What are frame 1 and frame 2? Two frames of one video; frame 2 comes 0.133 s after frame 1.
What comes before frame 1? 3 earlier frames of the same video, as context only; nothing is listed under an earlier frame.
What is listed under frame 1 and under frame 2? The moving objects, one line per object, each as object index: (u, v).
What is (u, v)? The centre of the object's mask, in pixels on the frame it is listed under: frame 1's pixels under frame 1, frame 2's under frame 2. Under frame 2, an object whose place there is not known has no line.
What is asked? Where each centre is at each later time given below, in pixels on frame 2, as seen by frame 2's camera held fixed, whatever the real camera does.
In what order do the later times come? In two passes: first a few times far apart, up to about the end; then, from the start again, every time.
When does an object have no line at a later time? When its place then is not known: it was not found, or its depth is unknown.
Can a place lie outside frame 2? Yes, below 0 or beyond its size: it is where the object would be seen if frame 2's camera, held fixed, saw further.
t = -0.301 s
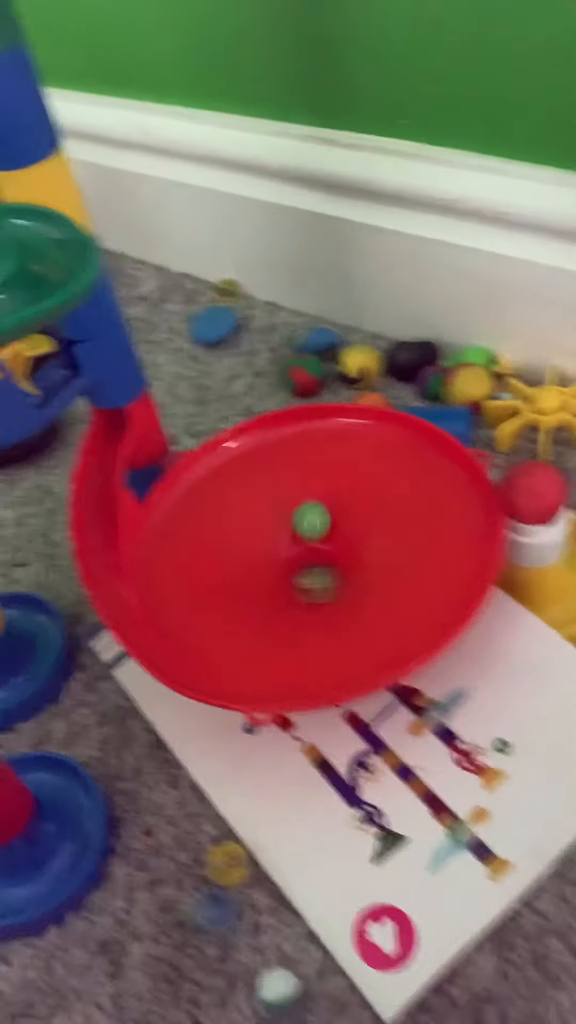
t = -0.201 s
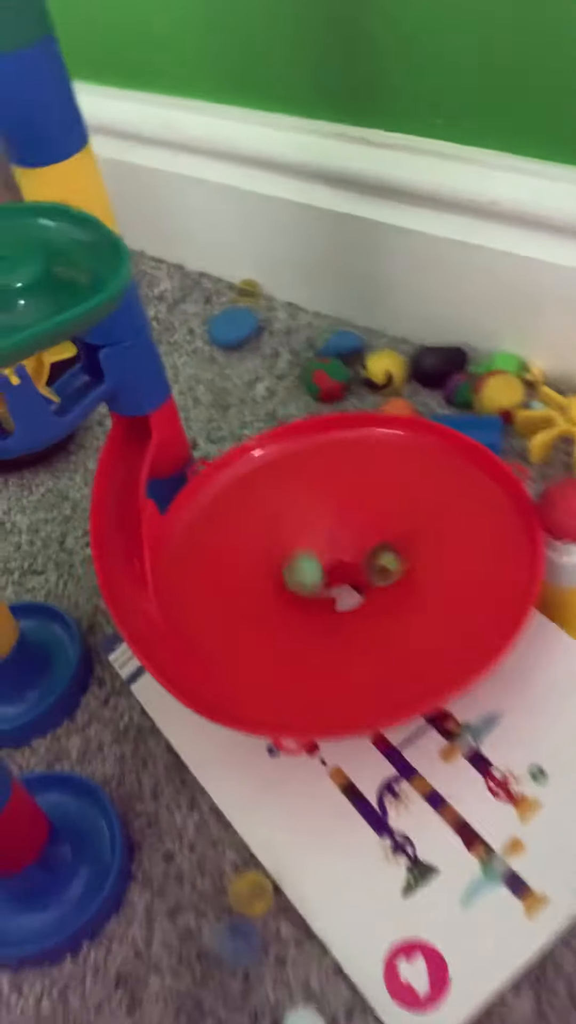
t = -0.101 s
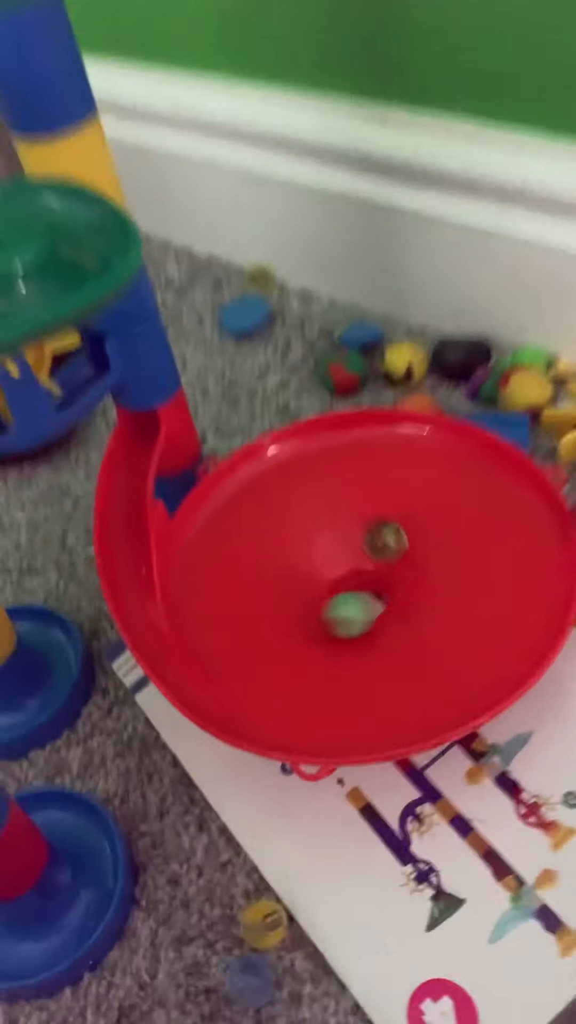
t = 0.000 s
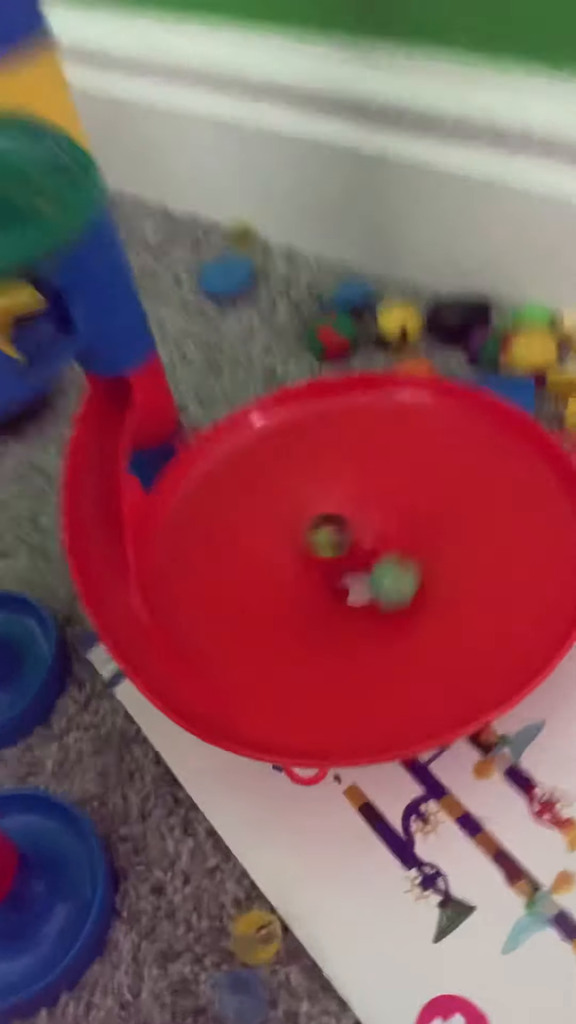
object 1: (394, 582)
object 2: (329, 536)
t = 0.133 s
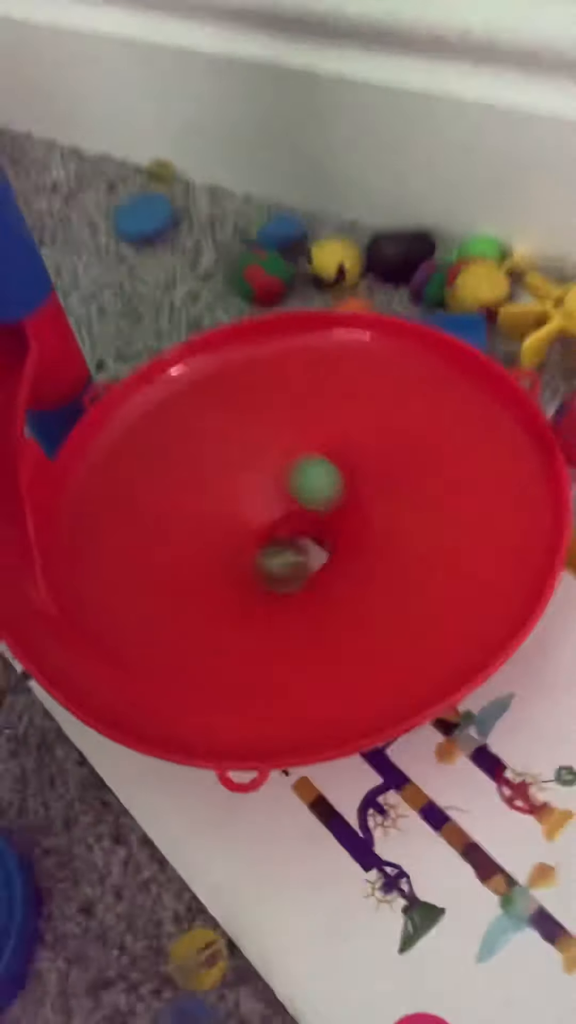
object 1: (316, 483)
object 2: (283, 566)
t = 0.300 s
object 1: (244, 525)
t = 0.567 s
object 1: (347, 496)
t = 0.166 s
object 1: (294, 479)
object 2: (304, 565)
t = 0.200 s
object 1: (273, 482)
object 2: (328, 561)
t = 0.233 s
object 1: (255, 492)
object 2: (340, 548)
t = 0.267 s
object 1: (244, 506)
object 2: (346, 534)
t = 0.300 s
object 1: (244, 525)
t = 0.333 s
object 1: (254, 542)
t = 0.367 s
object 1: (271, 555)
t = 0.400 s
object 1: (297, 557)
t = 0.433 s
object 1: (319, 552)
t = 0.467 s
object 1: (340, 540)
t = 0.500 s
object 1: (350, 525)
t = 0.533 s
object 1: (353, 510)
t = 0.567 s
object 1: (347, 496)
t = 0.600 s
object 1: (332, 488)
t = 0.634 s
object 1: (313, 485)
